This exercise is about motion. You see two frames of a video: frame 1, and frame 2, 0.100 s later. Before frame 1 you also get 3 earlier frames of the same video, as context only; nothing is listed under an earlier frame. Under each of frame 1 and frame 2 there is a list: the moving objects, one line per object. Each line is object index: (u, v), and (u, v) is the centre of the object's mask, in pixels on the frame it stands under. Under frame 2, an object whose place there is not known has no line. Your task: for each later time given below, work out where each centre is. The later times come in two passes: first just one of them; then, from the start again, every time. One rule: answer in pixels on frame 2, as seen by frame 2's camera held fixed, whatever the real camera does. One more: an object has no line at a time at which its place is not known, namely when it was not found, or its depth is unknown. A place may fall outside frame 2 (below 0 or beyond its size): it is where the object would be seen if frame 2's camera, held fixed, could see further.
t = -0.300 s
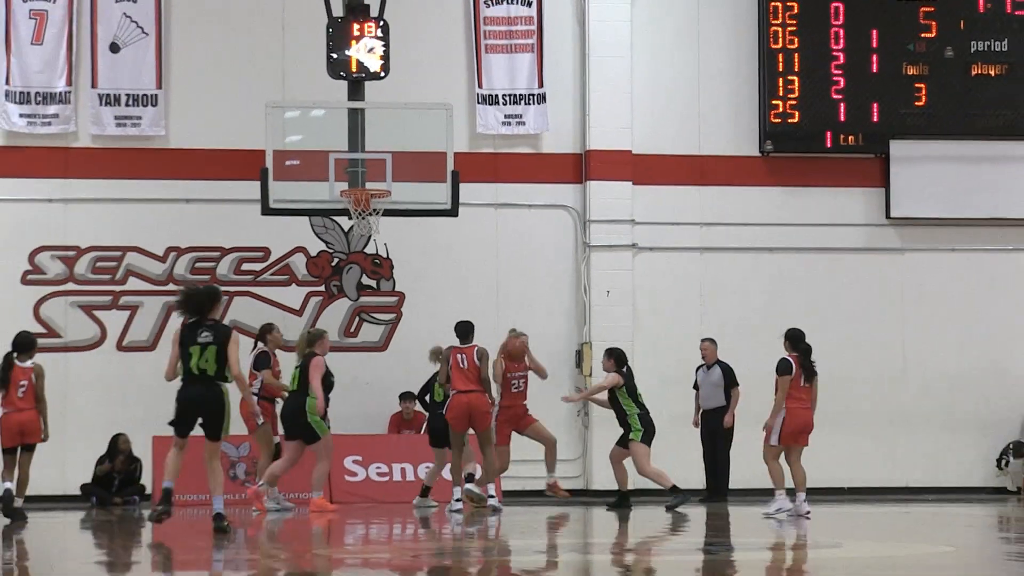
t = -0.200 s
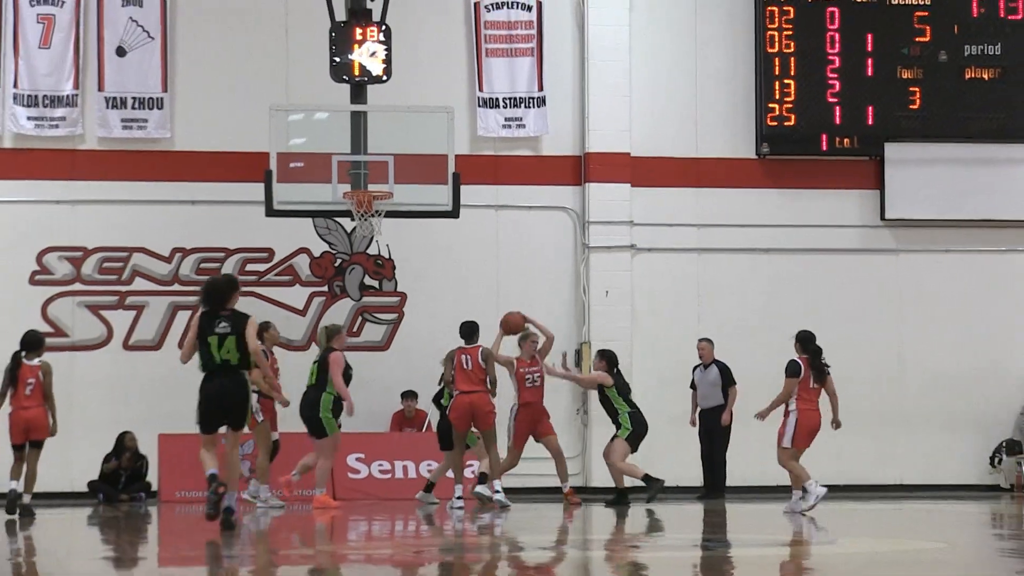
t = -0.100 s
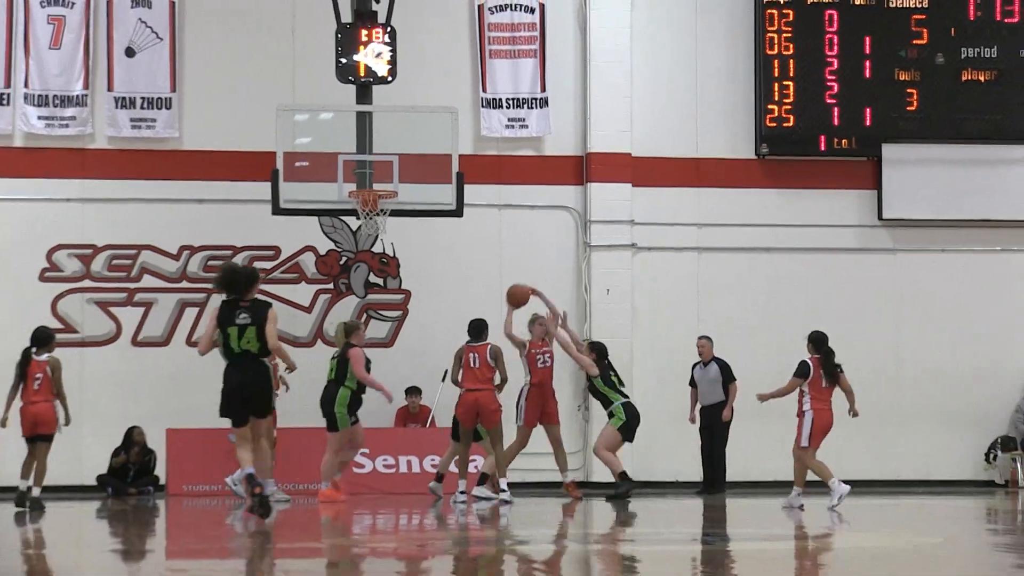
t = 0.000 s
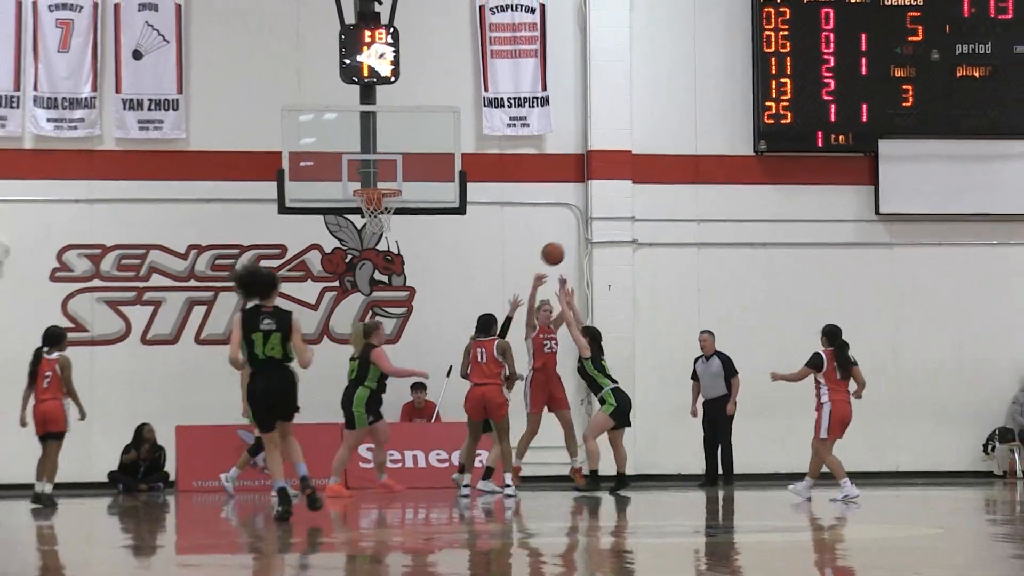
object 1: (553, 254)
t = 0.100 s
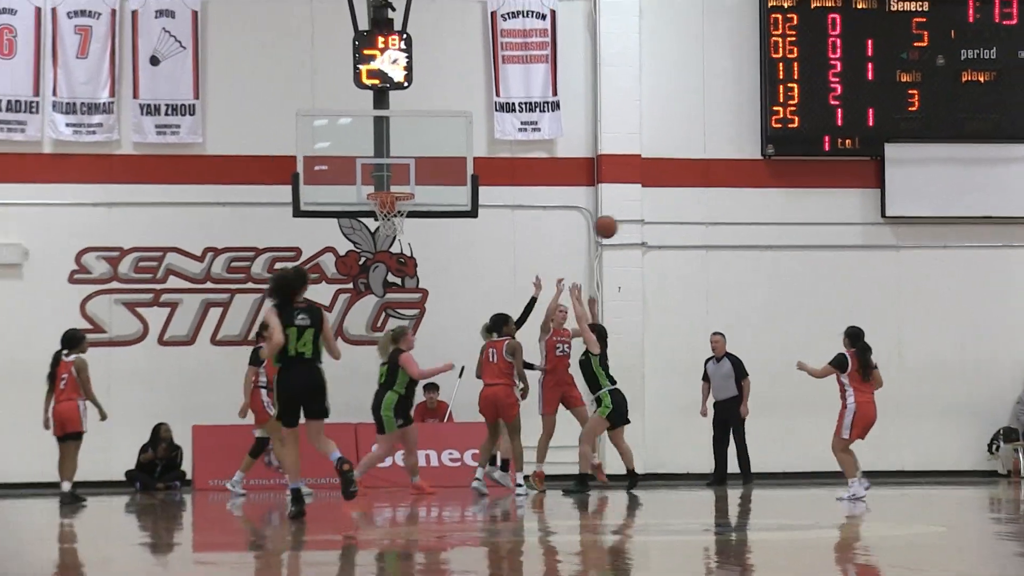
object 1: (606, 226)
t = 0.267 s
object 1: (679, 199)
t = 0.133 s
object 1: (620, 219)
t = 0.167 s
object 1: (634, 212)
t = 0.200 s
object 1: (649, 206)
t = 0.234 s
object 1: (664, 202)
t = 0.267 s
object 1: (679, 199)
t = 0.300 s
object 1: (694, 197)
